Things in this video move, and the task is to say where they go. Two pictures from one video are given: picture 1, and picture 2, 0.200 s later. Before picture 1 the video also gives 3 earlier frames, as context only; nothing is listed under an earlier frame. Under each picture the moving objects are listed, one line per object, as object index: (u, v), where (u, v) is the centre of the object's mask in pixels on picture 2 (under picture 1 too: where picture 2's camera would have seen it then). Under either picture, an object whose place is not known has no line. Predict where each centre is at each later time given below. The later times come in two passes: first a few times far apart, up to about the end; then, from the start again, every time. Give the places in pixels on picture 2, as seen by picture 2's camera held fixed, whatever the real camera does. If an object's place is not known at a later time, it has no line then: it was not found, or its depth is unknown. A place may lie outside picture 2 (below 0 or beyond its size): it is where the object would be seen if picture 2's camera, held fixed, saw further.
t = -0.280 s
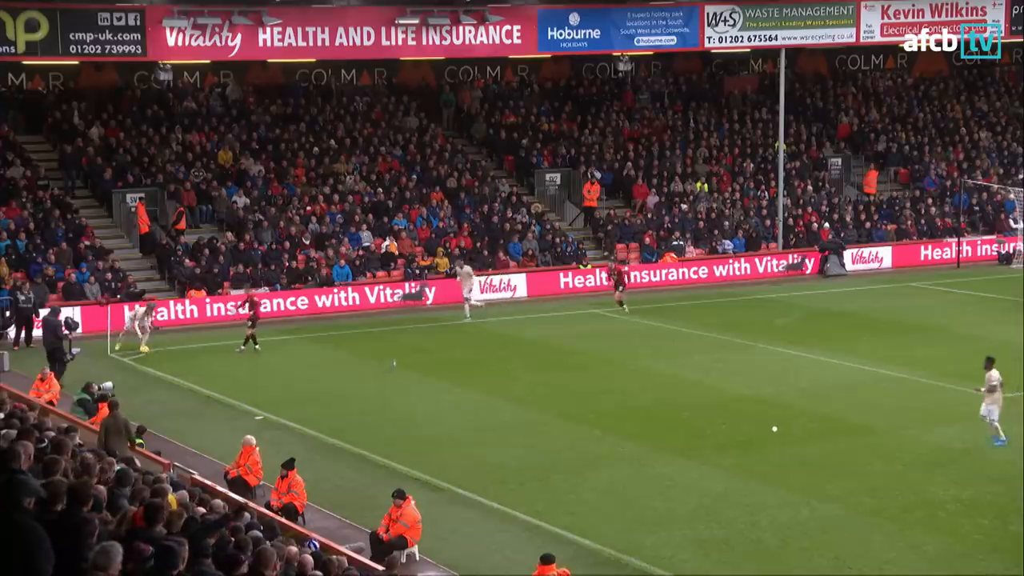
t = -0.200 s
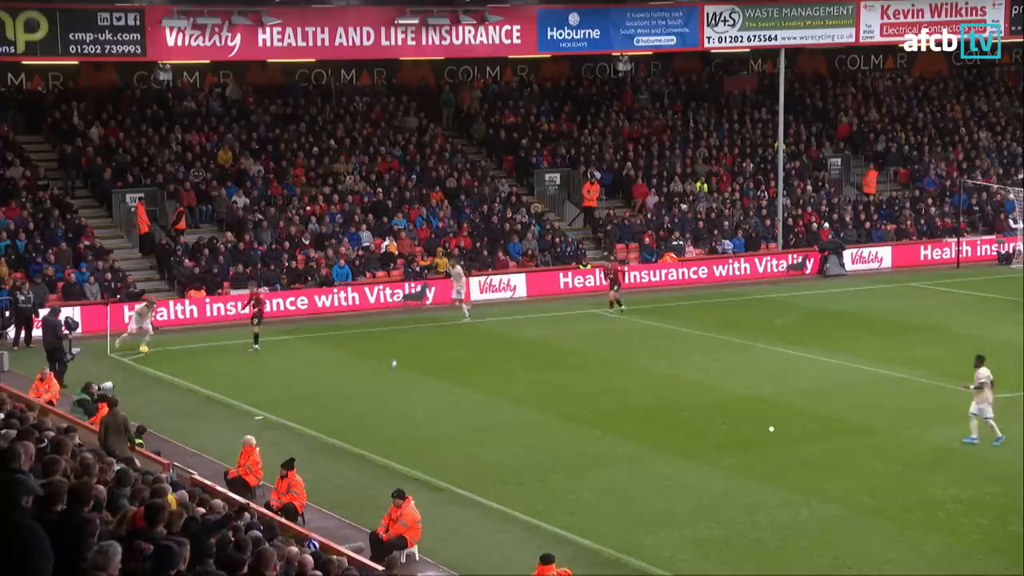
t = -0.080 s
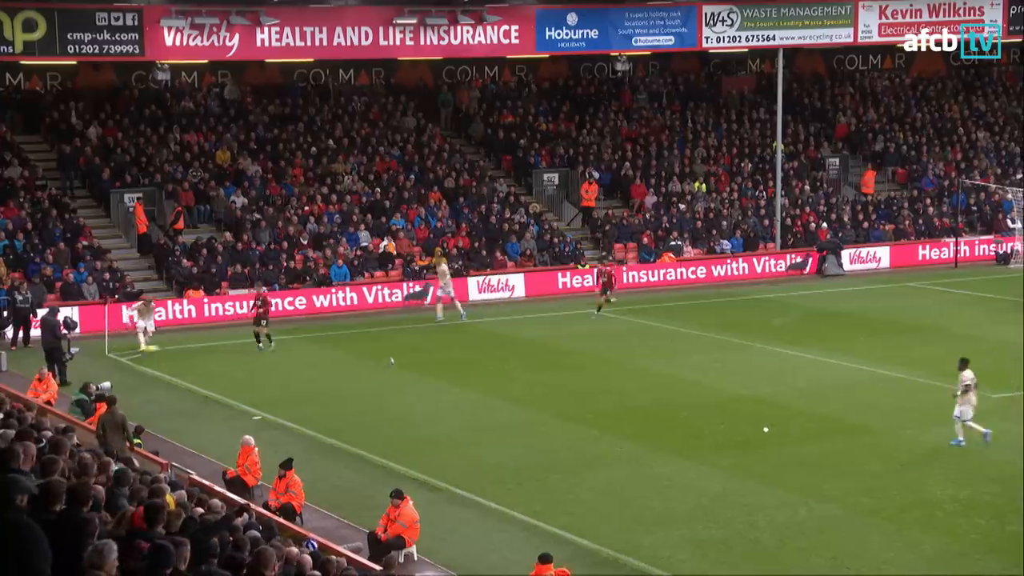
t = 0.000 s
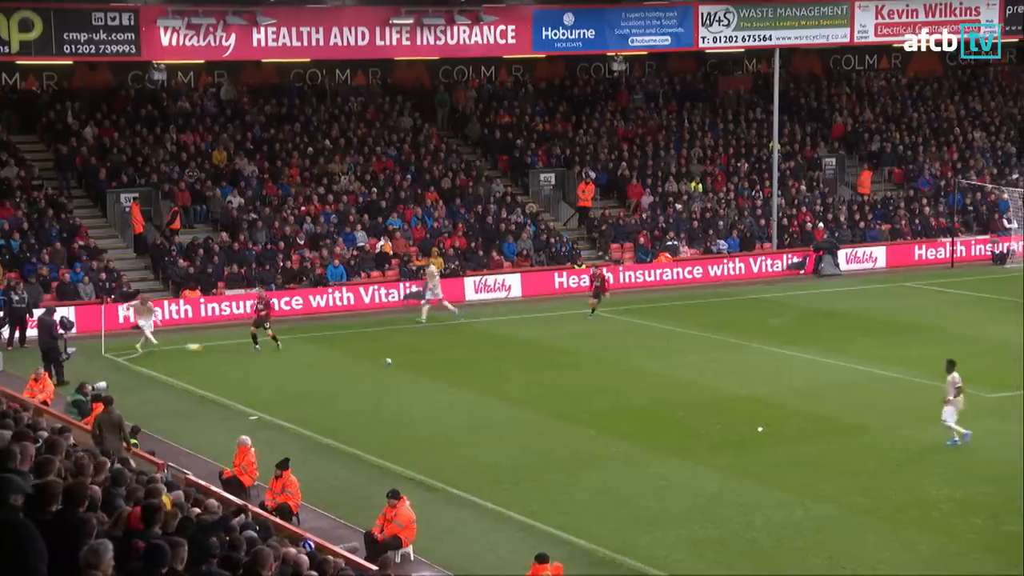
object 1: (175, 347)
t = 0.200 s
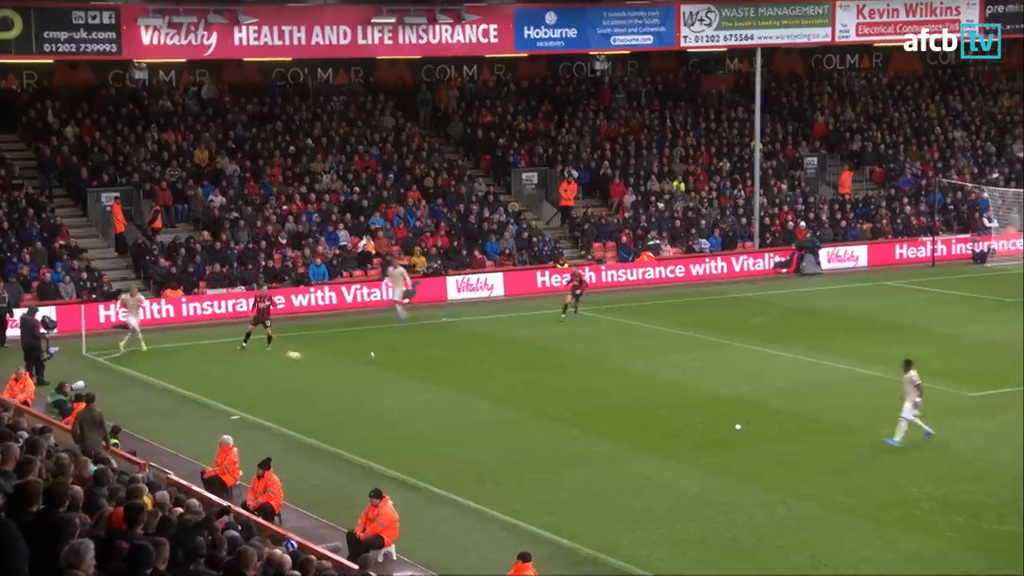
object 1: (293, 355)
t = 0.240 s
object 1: (318, 359)
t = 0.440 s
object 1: (441, 373)
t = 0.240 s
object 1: (318, 359)
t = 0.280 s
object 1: (344, 363)
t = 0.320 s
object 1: (368, 369)
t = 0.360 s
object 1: (393, 373)
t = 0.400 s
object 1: (418, 372)
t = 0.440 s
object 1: (441, 373)
